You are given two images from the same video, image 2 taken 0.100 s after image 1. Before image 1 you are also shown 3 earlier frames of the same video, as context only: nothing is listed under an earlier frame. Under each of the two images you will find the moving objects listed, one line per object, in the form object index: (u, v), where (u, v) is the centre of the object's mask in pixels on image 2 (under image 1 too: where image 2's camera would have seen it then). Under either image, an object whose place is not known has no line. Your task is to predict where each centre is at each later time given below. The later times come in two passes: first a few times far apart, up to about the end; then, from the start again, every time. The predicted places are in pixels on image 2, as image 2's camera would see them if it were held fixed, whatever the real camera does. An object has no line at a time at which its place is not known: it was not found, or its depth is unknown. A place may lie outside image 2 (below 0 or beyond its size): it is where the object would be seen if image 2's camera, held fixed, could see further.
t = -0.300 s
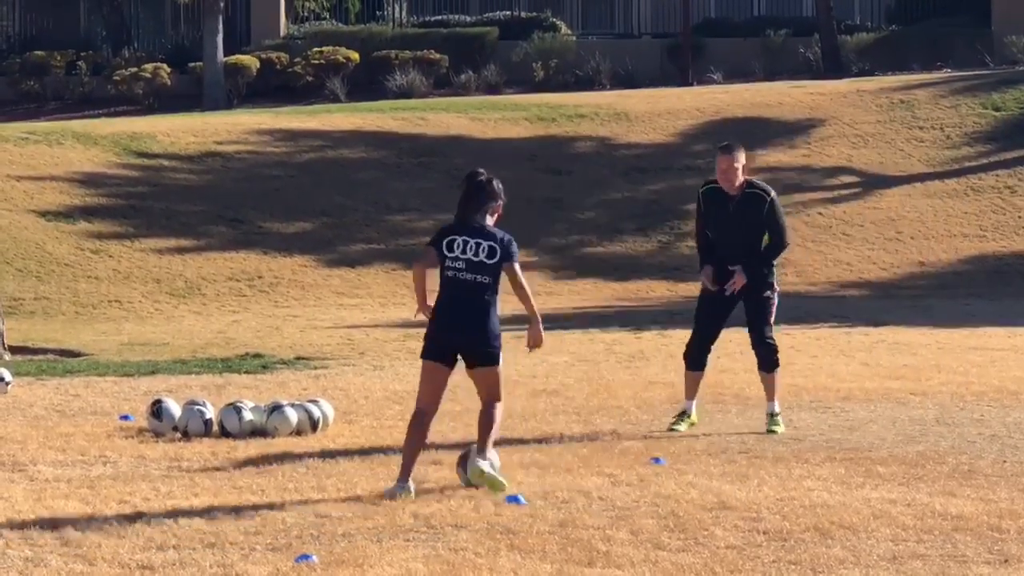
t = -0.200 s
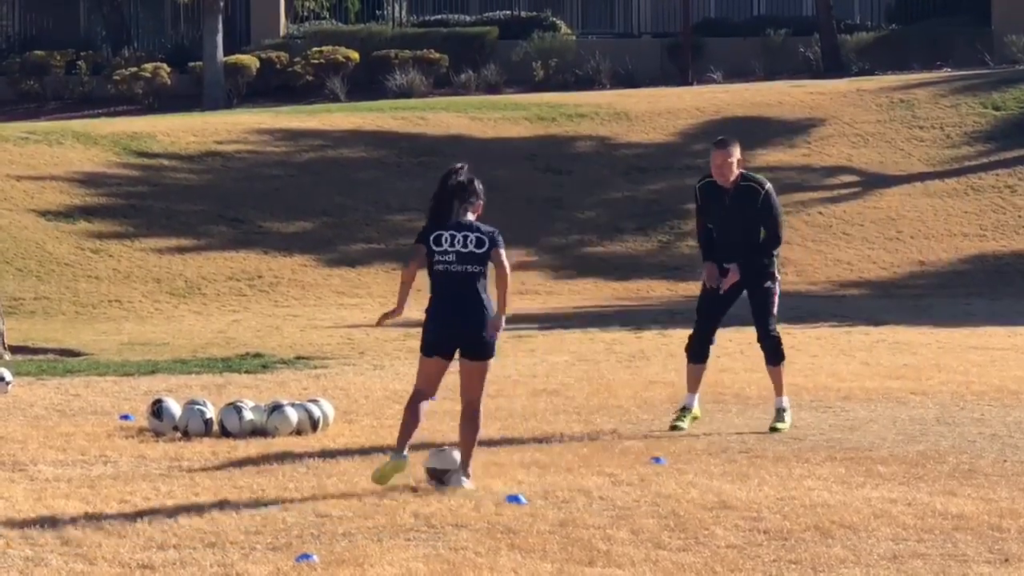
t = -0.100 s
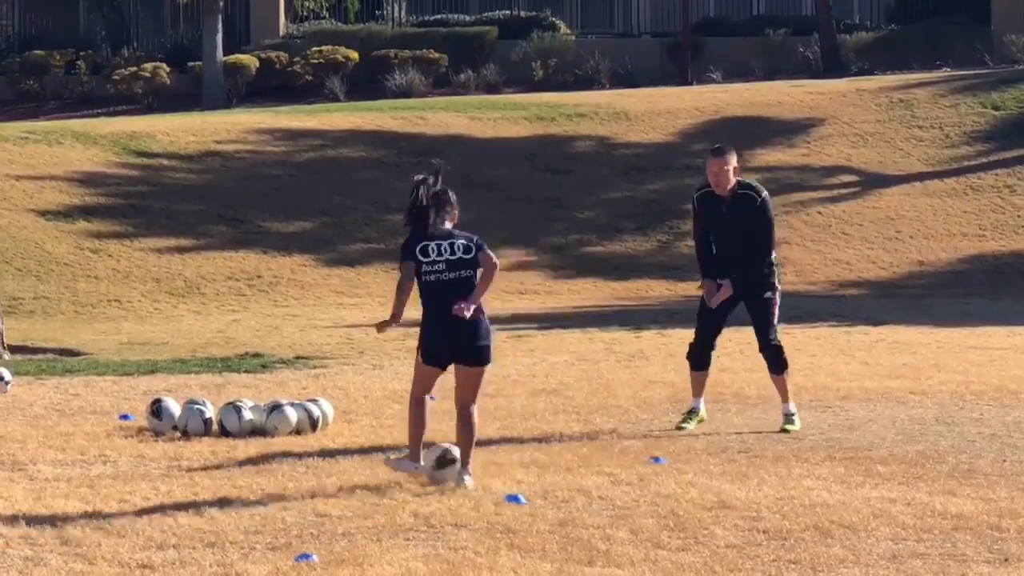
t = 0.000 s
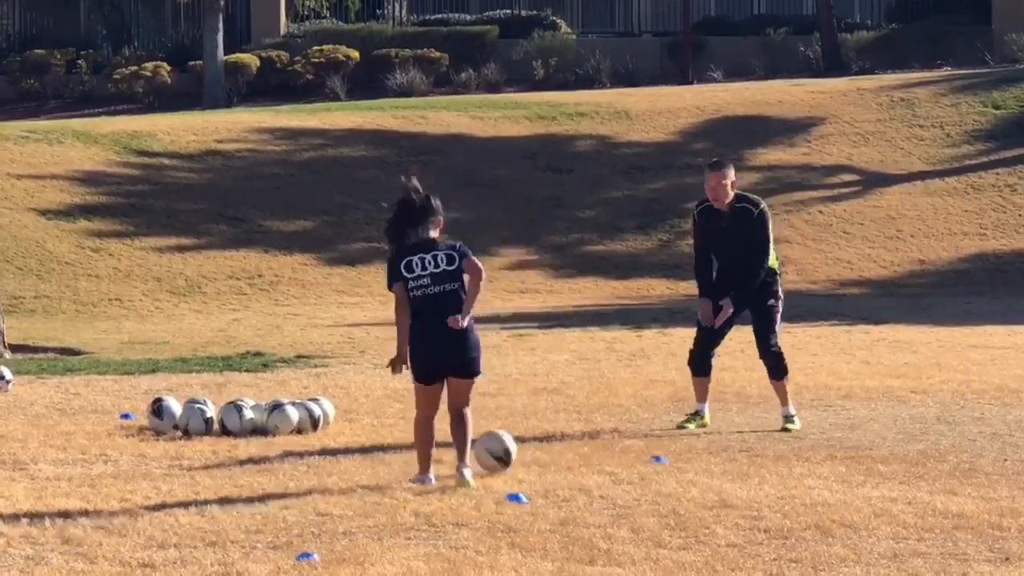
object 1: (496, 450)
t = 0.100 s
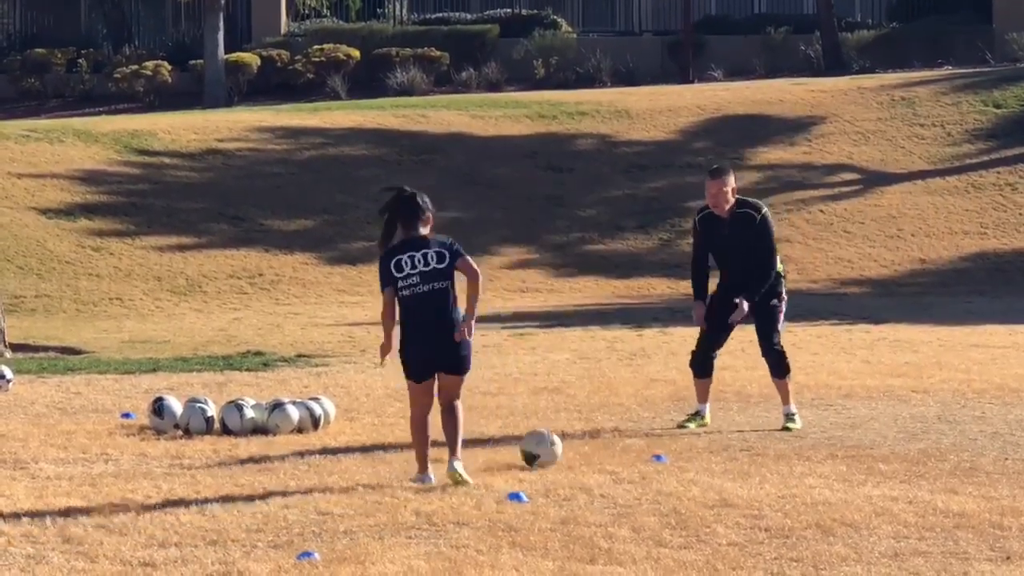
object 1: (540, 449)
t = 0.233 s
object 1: (588, 440)
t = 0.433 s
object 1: (646, 430)
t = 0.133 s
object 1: (553, 443)
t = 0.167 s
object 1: (565, 441)
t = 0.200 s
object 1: (578, 440)
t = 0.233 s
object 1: (588, 440)
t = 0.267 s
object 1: (599, 438)
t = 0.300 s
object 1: (609, 435)
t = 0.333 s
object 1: (618, 433)
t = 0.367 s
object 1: (628, 431)
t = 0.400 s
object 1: (637, 431)
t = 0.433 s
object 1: (646, 430)
